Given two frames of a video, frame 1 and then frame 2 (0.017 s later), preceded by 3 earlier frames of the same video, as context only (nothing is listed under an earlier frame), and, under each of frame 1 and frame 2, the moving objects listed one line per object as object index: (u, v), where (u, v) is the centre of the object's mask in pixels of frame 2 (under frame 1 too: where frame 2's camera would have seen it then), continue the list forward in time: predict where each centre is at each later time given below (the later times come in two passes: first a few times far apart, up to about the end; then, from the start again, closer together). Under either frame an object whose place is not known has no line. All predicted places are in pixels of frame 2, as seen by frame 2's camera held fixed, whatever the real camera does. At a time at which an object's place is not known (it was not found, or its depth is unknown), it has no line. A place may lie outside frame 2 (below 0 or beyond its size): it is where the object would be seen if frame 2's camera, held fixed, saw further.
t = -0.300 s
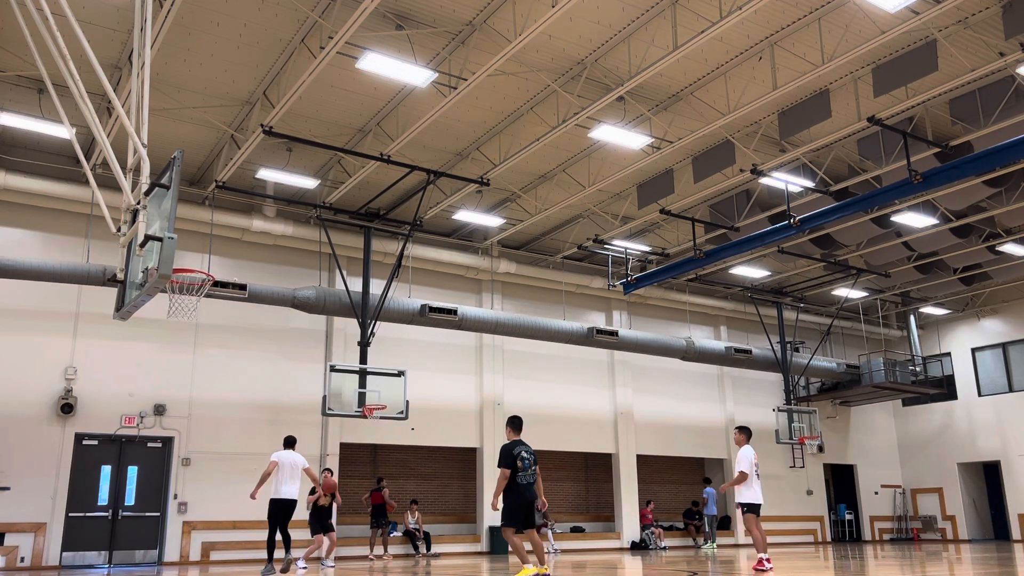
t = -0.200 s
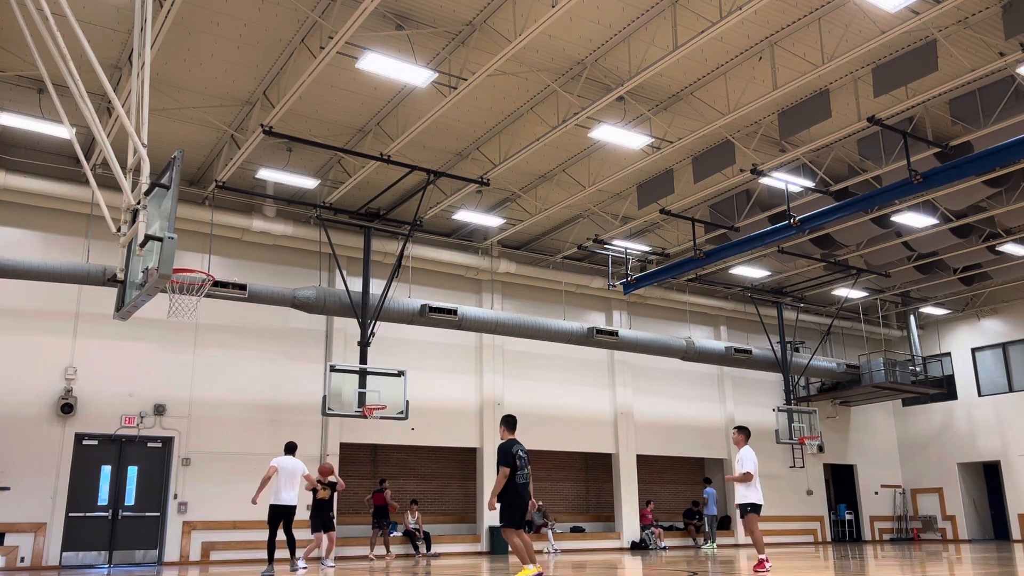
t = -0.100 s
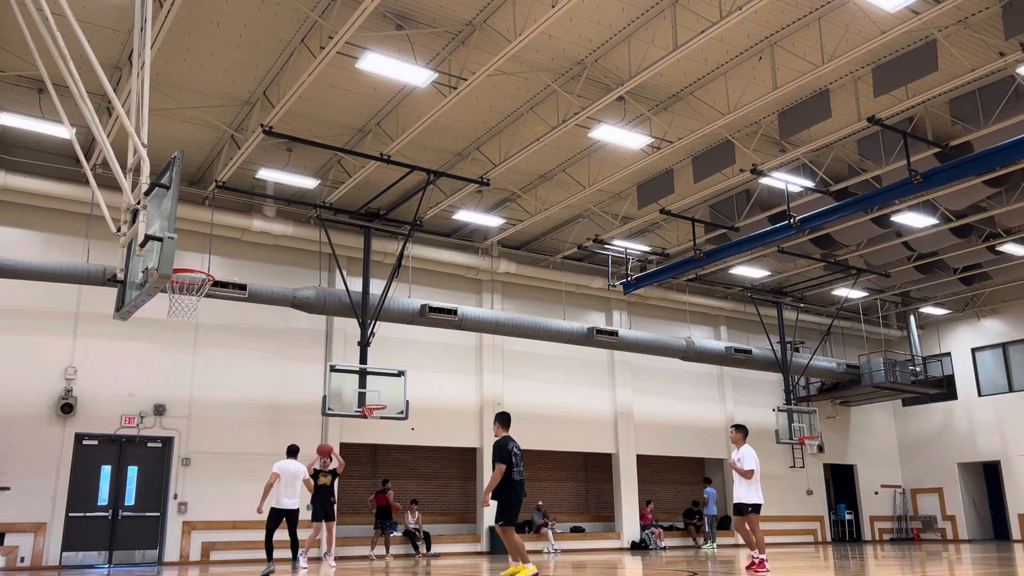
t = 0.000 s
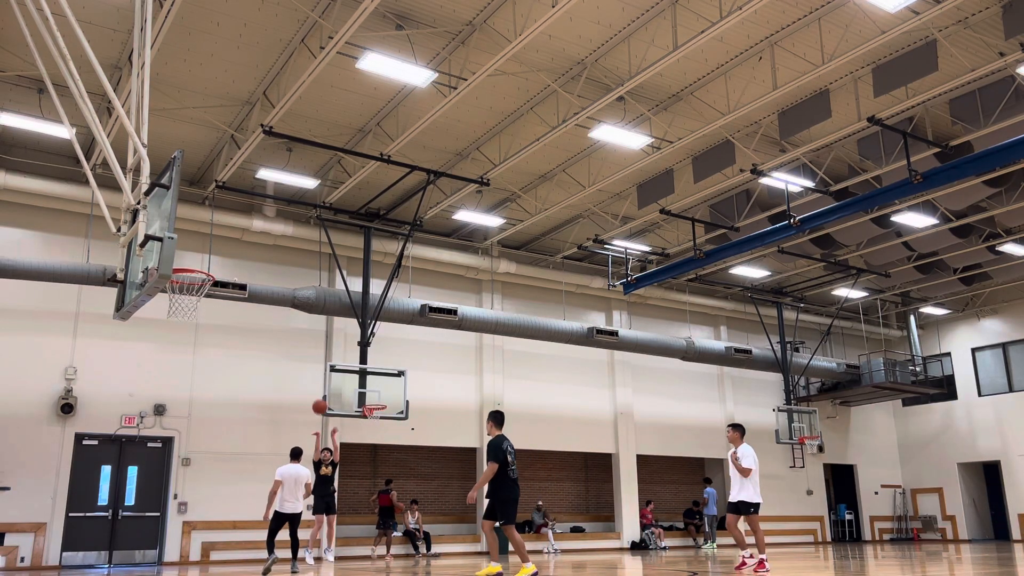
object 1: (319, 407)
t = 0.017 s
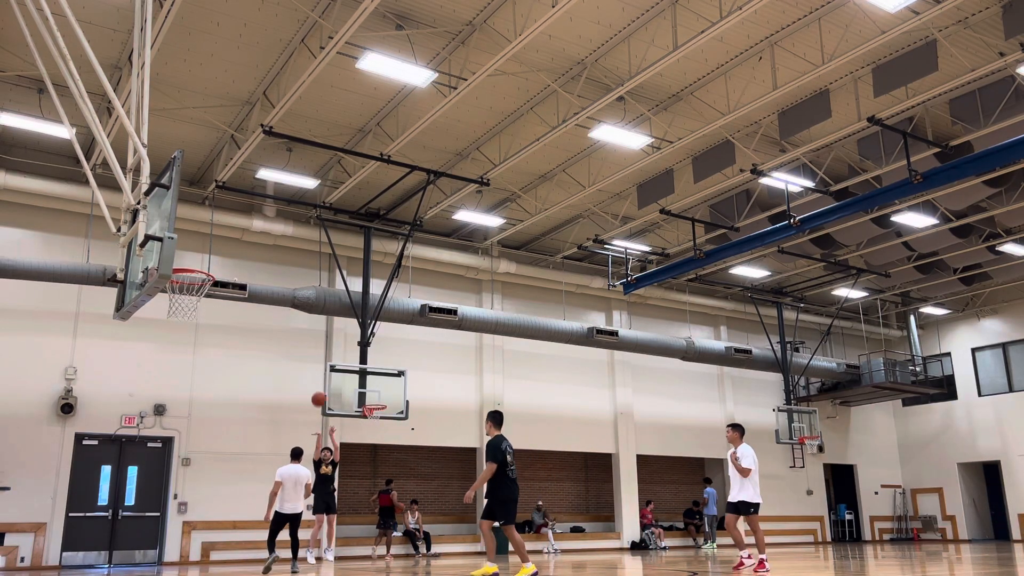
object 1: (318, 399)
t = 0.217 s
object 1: (308, 319)
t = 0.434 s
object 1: (293, 253)
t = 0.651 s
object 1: (276, 210)
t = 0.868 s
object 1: (254, 195)
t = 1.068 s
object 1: (229, 213)
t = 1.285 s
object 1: (190, 279)
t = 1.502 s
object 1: (172, 297)
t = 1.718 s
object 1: (184, 316)
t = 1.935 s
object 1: (189, 379)
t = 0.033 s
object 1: (318, 391)
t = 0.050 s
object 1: (317, 384)
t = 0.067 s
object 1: (316, 377)
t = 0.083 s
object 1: (315, 370)
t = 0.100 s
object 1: (314, 363)
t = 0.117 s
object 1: (314, 356)
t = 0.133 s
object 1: (313, 349)
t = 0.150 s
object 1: (312, 343)
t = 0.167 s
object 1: (311, 336)
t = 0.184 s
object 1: (310, 330)
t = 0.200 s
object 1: (309, 324)
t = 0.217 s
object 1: (308, 319)
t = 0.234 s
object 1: (307, 312)
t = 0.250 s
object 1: (306, 306)
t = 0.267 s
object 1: (305, 301)
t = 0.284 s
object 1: (304, 296)
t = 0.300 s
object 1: (303, 290)
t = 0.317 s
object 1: (302, 285)
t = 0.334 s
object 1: (301, 280)
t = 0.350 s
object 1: (299, 275)
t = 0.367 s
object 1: (298, 270)
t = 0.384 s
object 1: (297, 265)
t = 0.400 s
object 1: (296, 261)
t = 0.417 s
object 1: (295, 256)
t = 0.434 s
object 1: (293, 253)
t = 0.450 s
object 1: (292, 248)
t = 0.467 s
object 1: (291, 244)
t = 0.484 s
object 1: (289, 240)
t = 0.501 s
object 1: (288, 236)
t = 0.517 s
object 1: (286, 233)
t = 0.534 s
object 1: (285, 229)
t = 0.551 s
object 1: (284, 226)
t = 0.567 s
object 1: (283, 223)
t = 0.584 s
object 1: (282, 220)
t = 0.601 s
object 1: (280, 217)
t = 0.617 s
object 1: (278, 214)
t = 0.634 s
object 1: (277, 212)
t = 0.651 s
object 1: (276, 210)
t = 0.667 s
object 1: (274, 208)
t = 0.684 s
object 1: (273, 205)
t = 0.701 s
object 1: (271, 204)
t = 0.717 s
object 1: (269, 202)
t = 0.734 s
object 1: (268, 200)
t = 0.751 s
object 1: (266, 199)
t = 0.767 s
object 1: (265, 198)
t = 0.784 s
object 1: (263, 196)
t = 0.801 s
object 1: (261, 196)
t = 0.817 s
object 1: (260, 195)
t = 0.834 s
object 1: (258, 195)
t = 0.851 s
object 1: (256, 195)
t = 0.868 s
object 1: (254, 195)
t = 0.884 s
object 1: (252, 195)
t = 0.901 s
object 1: (250, 195)
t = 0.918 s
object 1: (249, 196)
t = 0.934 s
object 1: (246, 197)
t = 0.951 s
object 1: (244, 198)
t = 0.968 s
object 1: (242, 199)
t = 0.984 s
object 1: (240, 201)
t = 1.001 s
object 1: (238, 203)
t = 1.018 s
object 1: (236, 205)
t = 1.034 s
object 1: (233, 208)
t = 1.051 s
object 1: (231, 210)
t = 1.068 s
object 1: (229, 213)
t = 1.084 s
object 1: (226, 216)
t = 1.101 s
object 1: (224, 220)
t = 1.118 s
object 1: (221, 224)
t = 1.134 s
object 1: (219, 228)
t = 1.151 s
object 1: (216, 232)
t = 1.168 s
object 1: (213, 237)
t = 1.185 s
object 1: (210, 242)
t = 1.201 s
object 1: (208, 248)
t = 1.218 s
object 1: (204, 253)
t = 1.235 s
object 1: (201, 259)
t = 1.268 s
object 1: (195, 272)
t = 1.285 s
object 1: (190, 279)
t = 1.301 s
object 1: (183, 284)
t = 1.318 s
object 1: (180, 289)
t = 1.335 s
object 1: (174, 295)
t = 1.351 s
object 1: (170, 300)
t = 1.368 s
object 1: (169, 301)
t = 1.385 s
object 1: (168, 301)
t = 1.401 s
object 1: (168, 304)
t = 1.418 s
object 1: (169, 302)
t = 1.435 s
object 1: (170, 301)
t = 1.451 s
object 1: (171, 299)
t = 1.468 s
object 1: (172, 299)
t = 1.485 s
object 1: (172, 298)
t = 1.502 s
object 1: (172, 297)
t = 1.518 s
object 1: (173, 297)
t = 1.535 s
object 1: (174, 298)
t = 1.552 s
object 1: (175, 298)
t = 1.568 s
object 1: (175, 299)
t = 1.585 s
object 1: (176, 299)
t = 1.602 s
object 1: (176, 302)
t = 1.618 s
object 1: (178, 302)
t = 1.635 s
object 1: (179, 304)
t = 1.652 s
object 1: (179, 306)
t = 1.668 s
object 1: (181, 309)
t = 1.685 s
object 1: (183, 310)
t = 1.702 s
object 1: (182, 314)
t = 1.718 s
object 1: (184, 316)
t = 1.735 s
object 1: (185, 320)
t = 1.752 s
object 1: (186, 323)
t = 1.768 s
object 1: (186, 327)
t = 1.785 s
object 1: (186, 331)
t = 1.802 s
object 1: (187, 335)
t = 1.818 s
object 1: (187, 339)
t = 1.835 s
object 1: (187, 345)
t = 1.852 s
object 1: (188, 349)
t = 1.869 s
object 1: (188, 355)
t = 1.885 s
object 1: (188, 360)
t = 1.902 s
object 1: (189, 366)
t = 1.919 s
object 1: (189, 373)
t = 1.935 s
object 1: (189, 379)
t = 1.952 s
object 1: (189, 386)
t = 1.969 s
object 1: (190, 393)
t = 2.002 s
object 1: (190, 408)
